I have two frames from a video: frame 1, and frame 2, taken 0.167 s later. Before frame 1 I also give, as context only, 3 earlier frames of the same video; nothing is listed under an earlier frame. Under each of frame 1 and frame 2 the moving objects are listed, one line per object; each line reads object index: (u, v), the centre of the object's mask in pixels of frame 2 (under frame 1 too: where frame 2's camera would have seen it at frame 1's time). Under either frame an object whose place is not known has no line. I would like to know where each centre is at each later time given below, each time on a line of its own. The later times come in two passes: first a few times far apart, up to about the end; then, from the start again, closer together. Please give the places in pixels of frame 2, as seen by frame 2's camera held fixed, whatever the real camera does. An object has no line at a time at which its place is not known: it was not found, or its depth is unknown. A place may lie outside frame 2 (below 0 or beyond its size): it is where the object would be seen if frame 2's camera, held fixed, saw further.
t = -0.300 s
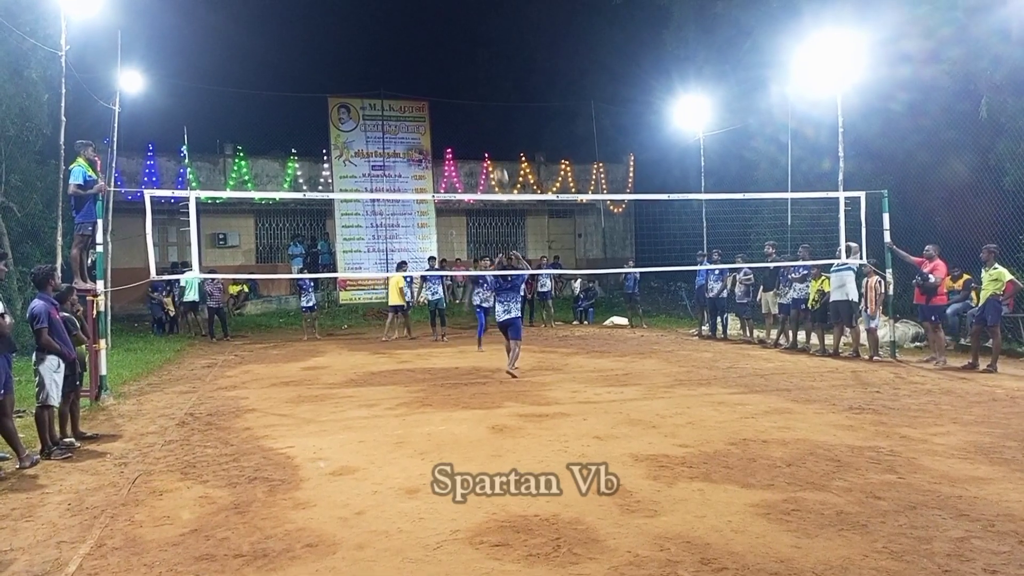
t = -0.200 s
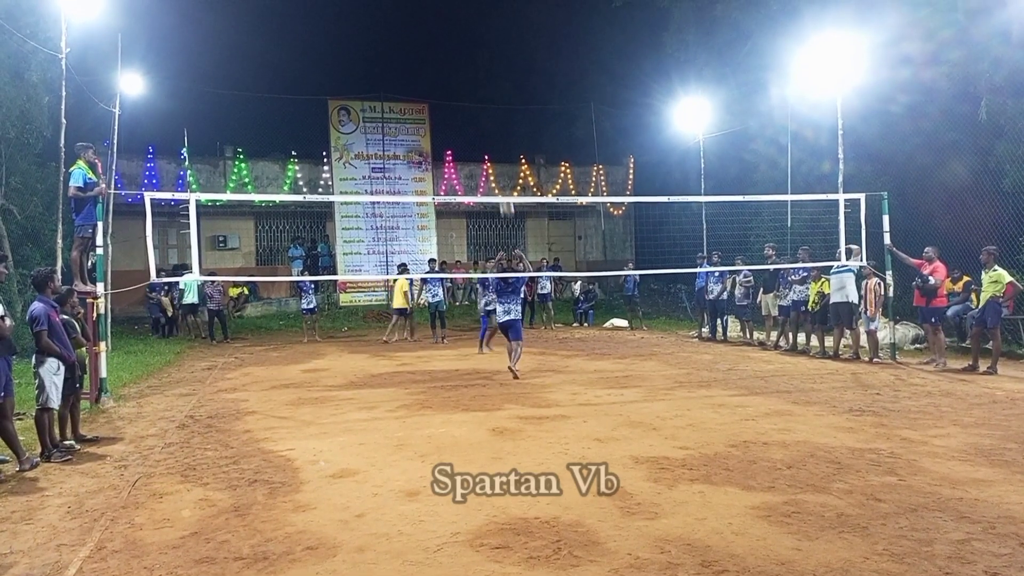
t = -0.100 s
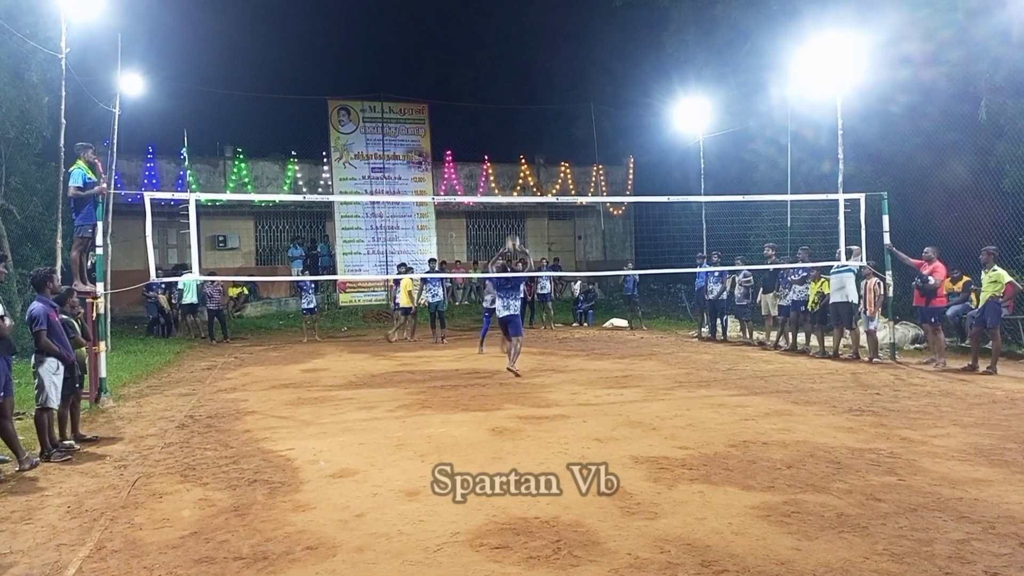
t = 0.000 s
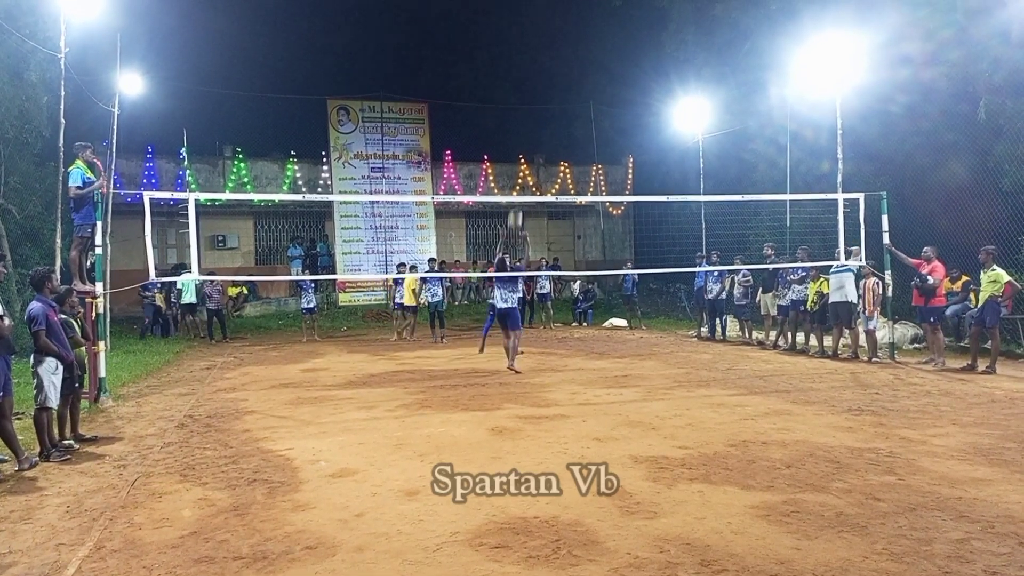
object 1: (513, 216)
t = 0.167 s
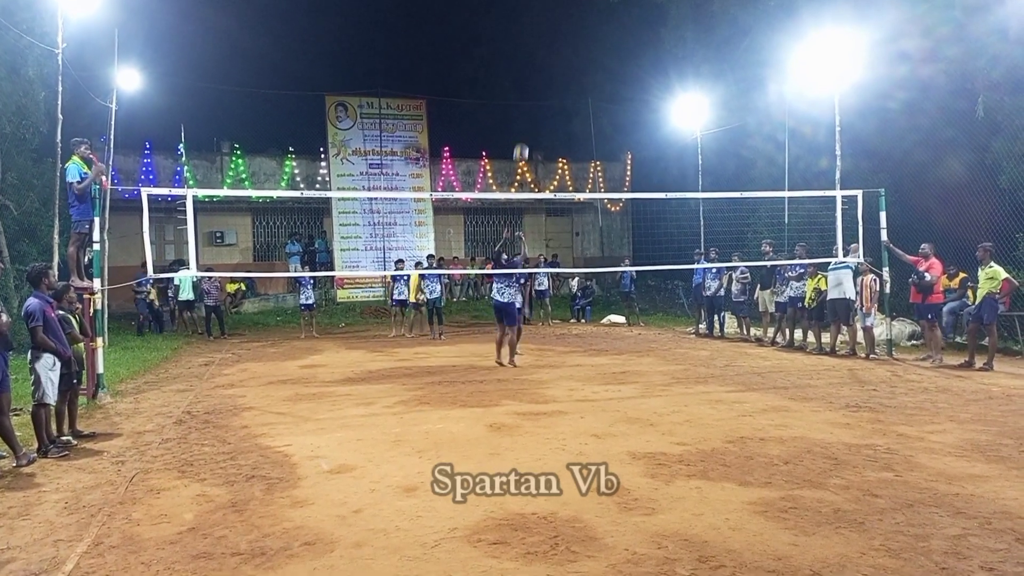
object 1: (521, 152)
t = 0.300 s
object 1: (525, 124)
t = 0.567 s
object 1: (539, 80)
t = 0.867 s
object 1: (556, 90)
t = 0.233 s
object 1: (522, 142)
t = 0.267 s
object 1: (524, 133)
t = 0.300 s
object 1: (525, 124)
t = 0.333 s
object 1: (527, 116)
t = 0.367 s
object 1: (529, 108)
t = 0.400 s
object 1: (531, 101)
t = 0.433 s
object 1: (532, 96)
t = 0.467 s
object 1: (534, 91)
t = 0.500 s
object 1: (536, 87)
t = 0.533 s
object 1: (537, 83)
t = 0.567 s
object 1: (539, 80)
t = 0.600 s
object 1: (541, 79)
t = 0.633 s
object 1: (543, 77)
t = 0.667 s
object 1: (545, 77)
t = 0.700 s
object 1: (547, 77)
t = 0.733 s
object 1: (548, 79)
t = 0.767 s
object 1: (550, 80)
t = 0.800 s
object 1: (552, 83)
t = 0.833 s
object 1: (554, 86)
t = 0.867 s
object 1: (556, 90)
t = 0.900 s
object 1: (558, 95)
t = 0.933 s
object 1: (560, 101)
